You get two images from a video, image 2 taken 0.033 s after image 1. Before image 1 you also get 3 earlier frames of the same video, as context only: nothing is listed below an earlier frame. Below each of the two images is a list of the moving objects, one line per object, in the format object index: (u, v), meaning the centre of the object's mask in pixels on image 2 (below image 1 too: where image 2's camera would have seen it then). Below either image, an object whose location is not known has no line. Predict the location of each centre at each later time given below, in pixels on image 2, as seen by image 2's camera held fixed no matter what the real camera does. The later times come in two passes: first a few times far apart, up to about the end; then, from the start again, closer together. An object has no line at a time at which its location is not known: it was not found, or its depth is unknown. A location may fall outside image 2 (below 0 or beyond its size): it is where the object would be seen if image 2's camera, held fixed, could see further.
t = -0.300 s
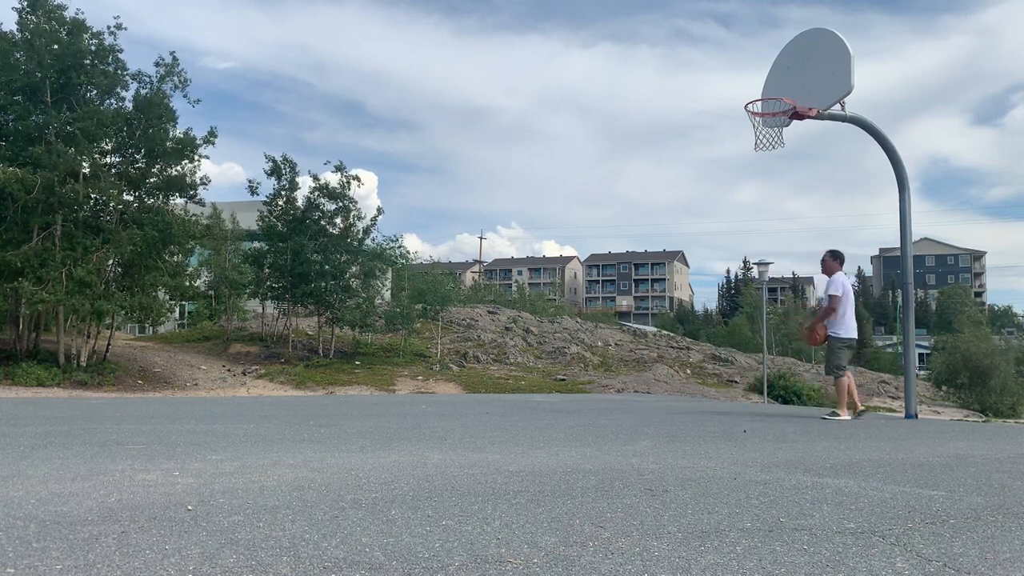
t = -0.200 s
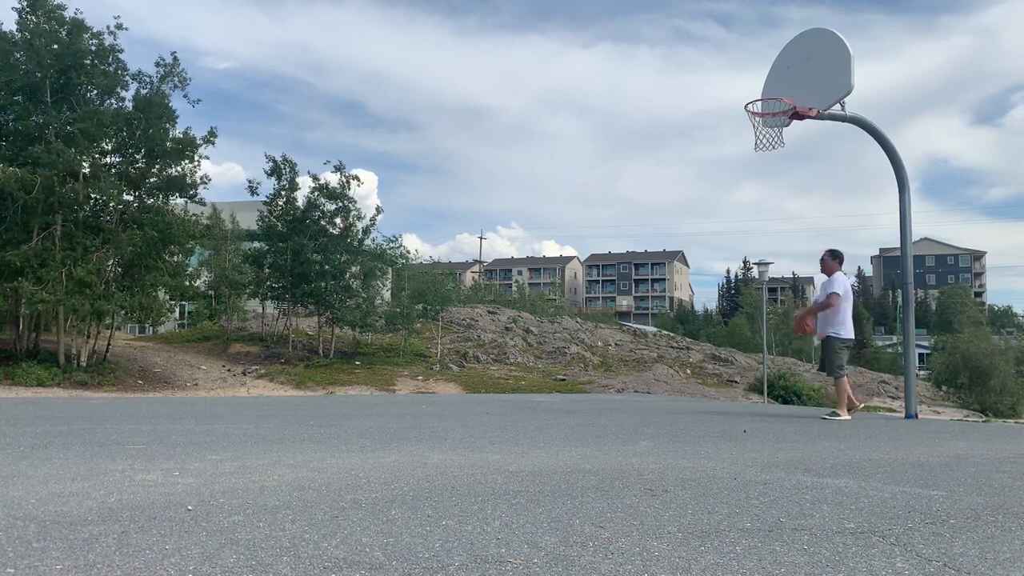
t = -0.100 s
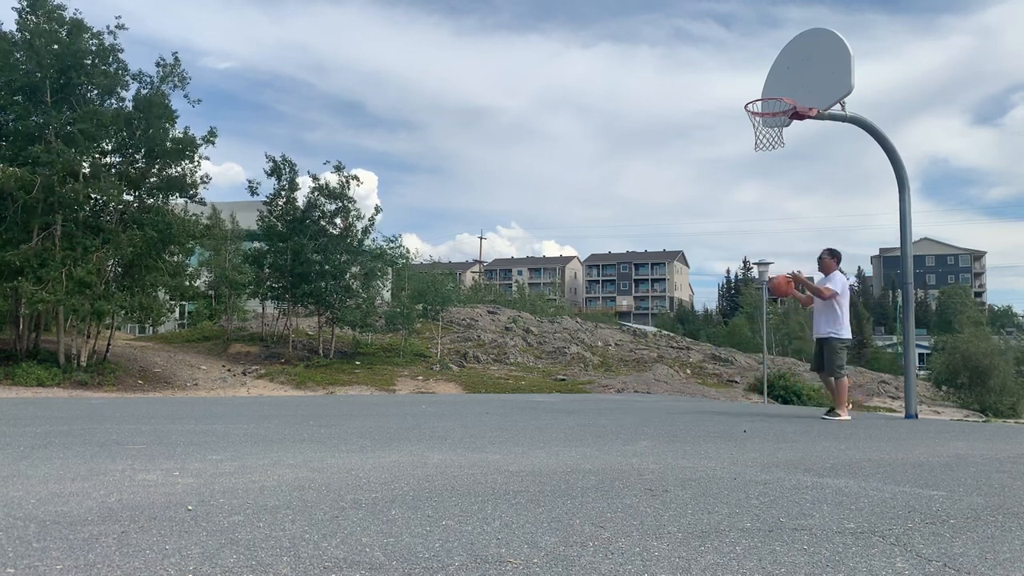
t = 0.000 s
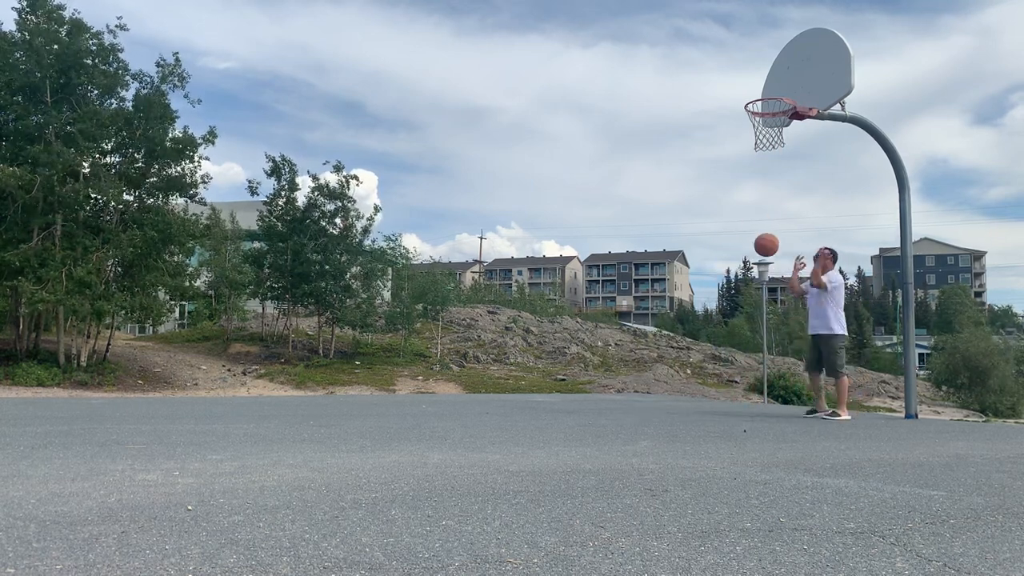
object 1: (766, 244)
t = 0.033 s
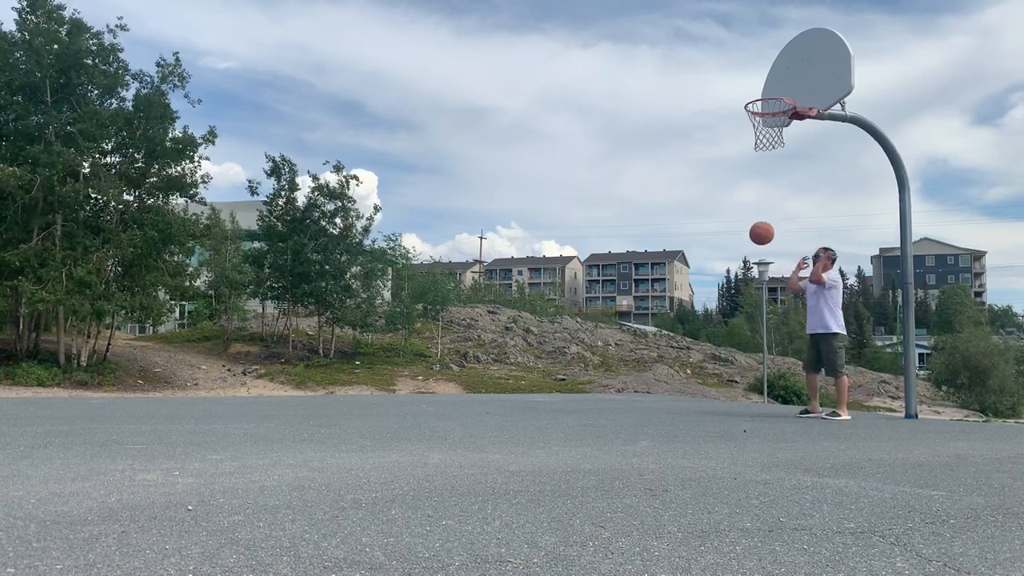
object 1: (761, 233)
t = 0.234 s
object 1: (732, 187)
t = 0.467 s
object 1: (698, 181)
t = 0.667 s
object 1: (667, 219)
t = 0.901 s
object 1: (631, 315)
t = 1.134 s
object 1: (612, 368)
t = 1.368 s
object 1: (622, 295)
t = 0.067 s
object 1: (757, 223)
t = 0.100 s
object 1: (752, 213)
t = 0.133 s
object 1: (747, 205)
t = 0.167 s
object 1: (742, 198)
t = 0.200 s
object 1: (737, 192)
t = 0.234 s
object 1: (732, 187)
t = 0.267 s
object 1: (728, 183)
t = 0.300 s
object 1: (722, 180)
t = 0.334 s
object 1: (717, 178)
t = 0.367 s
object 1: (712, 177)
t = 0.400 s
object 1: (708, 178)
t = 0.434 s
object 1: (703, 179)
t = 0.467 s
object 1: (698, 181)
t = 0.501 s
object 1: (693, 185)
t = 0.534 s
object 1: (688, 190)
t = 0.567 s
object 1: (683, 196)
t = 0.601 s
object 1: (677, 202)
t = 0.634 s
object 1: (672, 210)
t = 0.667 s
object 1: (667, 219)
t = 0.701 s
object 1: (662, 230)
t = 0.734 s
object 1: (657, 241)
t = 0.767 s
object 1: (652, 253)
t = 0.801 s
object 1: (648, 267)
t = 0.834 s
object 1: (642, 282)
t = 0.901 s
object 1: (631, 315)
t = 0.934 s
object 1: (625, 333)
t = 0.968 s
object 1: (620, 353)
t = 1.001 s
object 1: (615, 374)
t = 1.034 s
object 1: (609, 396)
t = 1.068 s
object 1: (607, 400)
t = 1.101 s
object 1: (609, 384)
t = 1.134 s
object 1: (612, 368)
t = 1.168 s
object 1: (613, 354)
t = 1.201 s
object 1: (614, 343)
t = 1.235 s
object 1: (615, 330)
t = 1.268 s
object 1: (617, 319)
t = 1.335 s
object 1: (620, 303)
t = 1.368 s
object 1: (622, 295)
